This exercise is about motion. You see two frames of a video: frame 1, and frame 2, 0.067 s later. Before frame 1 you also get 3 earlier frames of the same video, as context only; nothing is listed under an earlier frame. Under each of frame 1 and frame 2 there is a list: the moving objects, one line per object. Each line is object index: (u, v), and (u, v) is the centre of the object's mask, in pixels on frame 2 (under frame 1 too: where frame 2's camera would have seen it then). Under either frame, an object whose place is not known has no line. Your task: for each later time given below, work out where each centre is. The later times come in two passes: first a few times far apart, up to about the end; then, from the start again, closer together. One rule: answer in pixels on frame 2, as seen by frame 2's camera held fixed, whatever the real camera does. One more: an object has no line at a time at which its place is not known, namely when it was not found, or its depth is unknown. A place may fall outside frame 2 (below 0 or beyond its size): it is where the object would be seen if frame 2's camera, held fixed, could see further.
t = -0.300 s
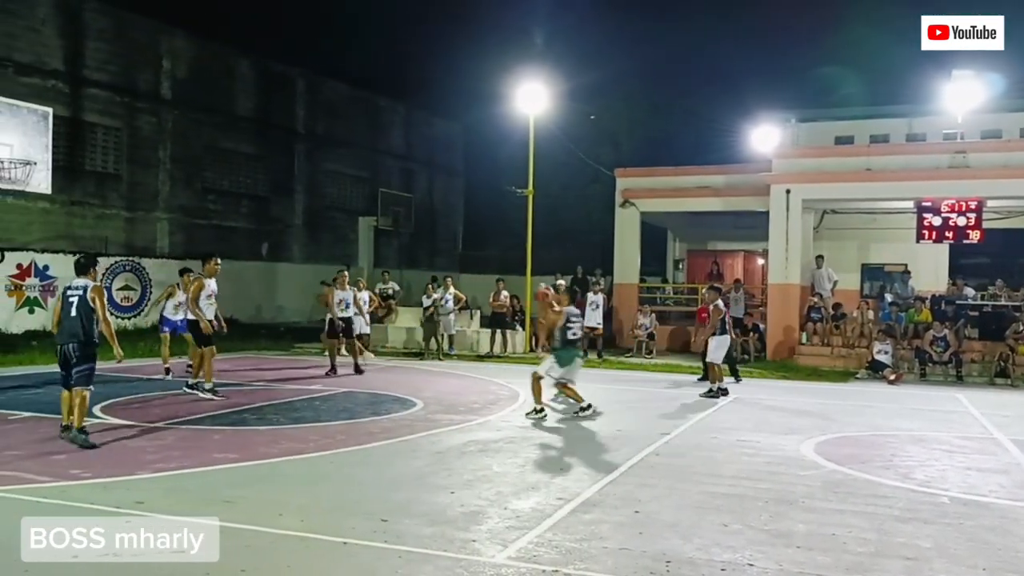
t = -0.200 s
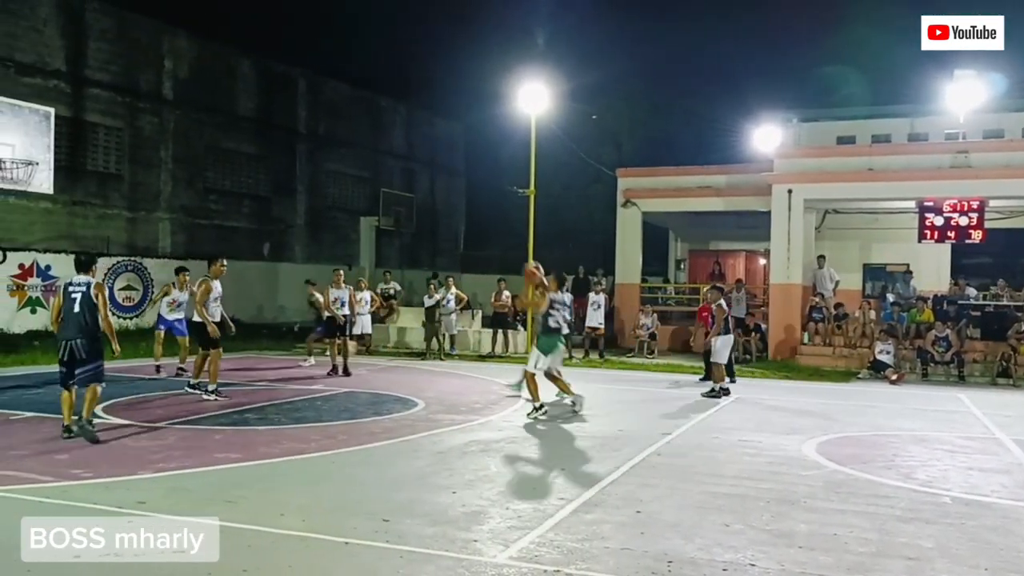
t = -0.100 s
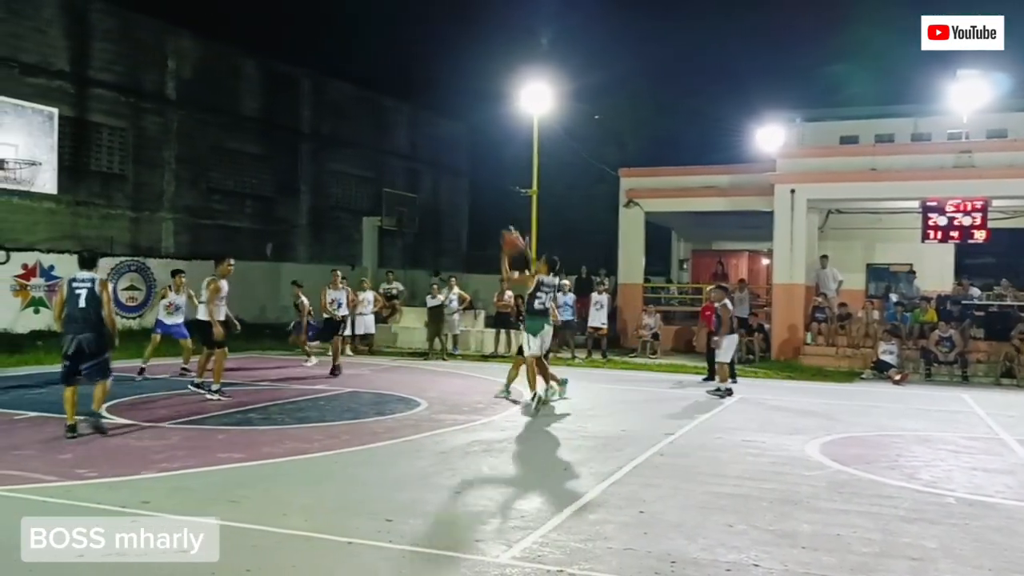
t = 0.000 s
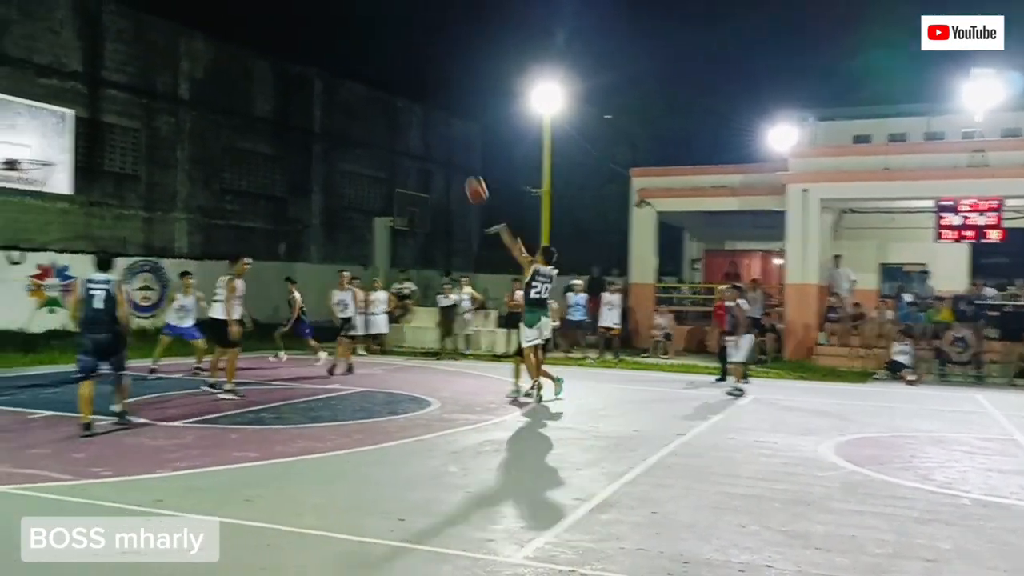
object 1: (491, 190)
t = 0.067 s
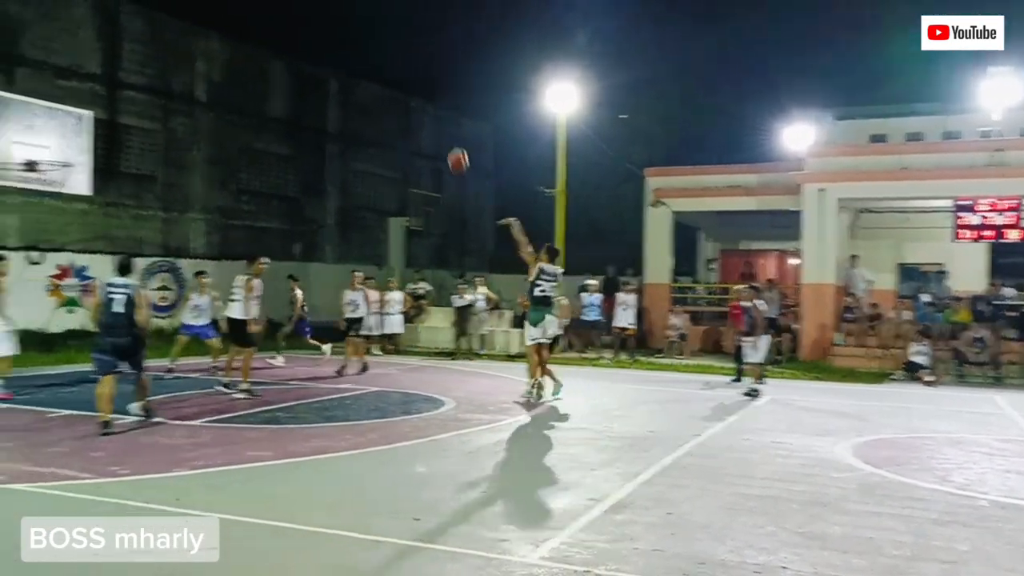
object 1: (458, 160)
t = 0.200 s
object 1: (397, 116)
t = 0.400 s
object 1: (307, 73)
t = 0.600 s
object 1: (227, 67)
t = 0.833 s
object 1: (138, 96)
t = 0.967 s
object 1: (95, 126)
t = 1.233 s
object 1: (52, 198)
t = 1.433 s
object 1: (53, 246)
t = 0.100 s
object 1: (444, 149)
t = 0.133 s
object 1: (428, 137)
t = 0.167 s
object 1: (412, 126)
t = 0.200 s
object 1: (397, 116)
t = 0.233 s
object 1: (381, 106)
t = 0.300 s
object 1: (352, 89)
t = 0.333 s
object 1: (337, 83)
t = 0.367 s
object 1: (322, 78)
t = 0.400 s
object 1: (307, 73)
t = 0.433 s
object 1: (294, 70)
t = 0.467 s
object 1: (279, 68)
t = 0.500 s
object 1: (266, 67)
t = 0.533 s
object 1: (252, 66)
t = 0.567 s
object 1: (238, 66)
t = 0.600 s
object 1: (227, 67)
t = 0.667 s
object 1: (200, 71)
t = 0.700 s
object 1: (186, 74)
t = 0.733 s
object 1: (175, 78)
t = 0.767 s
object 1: (163, 84)
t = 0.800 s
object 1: (150, 89)
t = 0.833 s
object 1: (138, 96)
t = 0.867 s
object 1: (126, 102)
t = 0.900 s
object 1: (116, 110)
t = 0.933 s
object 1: (103, 117)
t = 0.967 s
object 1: (95, 126)
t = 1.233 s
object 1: (52, 198)
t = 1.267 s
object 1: (51, 202)
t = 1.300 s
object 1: (51, 208)
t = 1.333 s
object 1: (51, 217)
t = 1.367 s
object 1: (52, 227)
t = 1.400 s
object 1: (53, 237)
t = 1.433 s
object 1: (53, 246)
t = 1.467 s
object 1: (53, 255)
